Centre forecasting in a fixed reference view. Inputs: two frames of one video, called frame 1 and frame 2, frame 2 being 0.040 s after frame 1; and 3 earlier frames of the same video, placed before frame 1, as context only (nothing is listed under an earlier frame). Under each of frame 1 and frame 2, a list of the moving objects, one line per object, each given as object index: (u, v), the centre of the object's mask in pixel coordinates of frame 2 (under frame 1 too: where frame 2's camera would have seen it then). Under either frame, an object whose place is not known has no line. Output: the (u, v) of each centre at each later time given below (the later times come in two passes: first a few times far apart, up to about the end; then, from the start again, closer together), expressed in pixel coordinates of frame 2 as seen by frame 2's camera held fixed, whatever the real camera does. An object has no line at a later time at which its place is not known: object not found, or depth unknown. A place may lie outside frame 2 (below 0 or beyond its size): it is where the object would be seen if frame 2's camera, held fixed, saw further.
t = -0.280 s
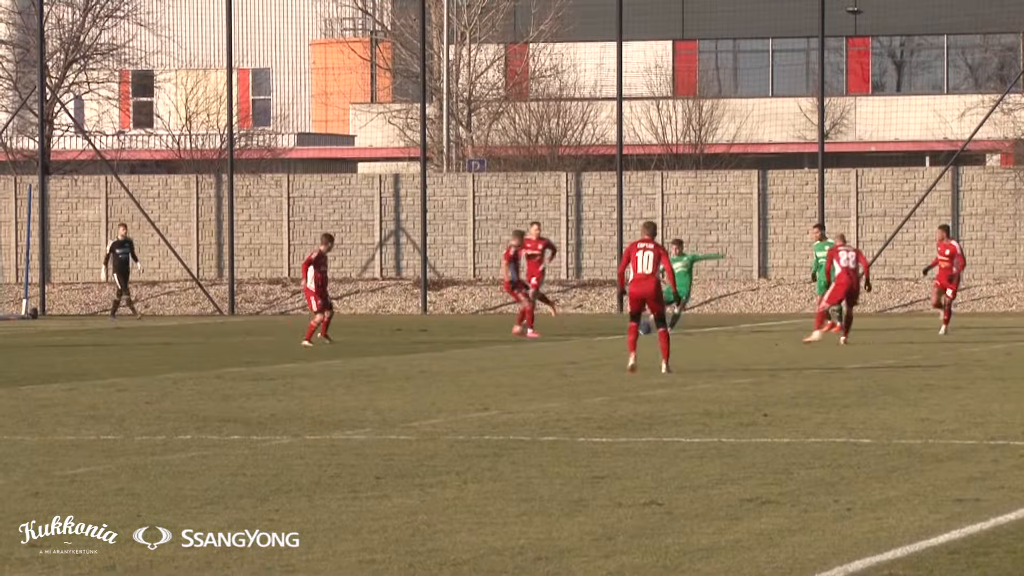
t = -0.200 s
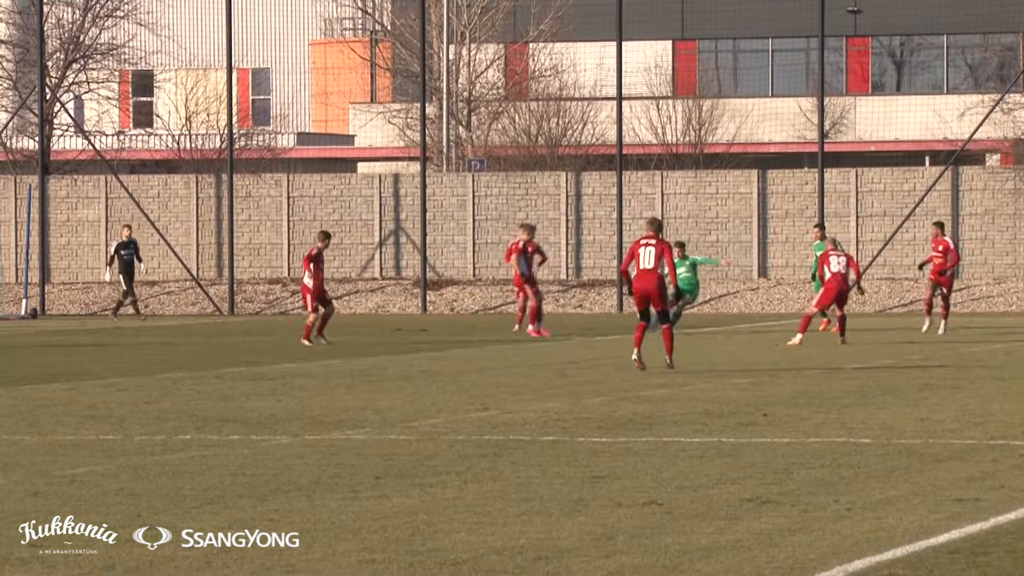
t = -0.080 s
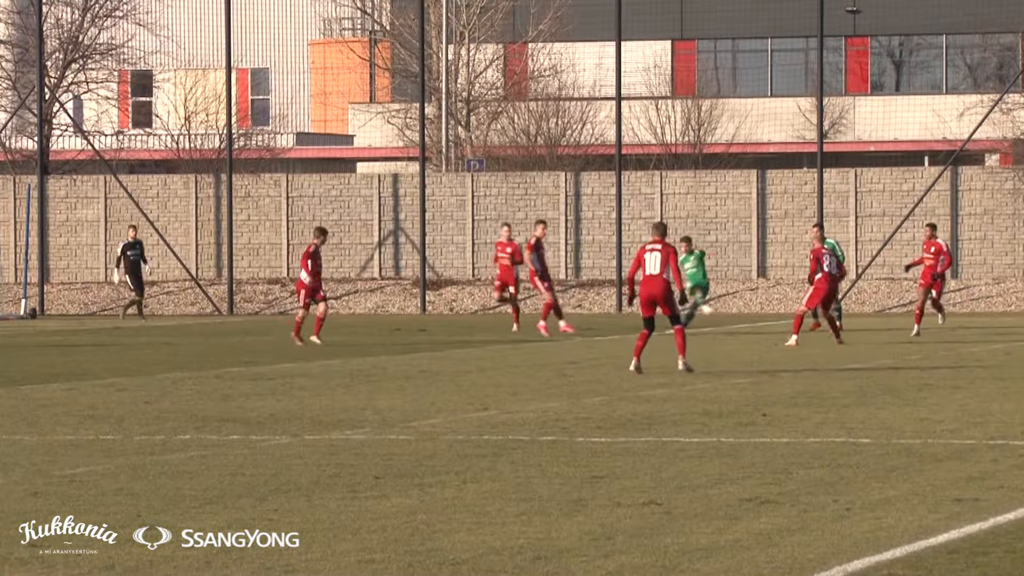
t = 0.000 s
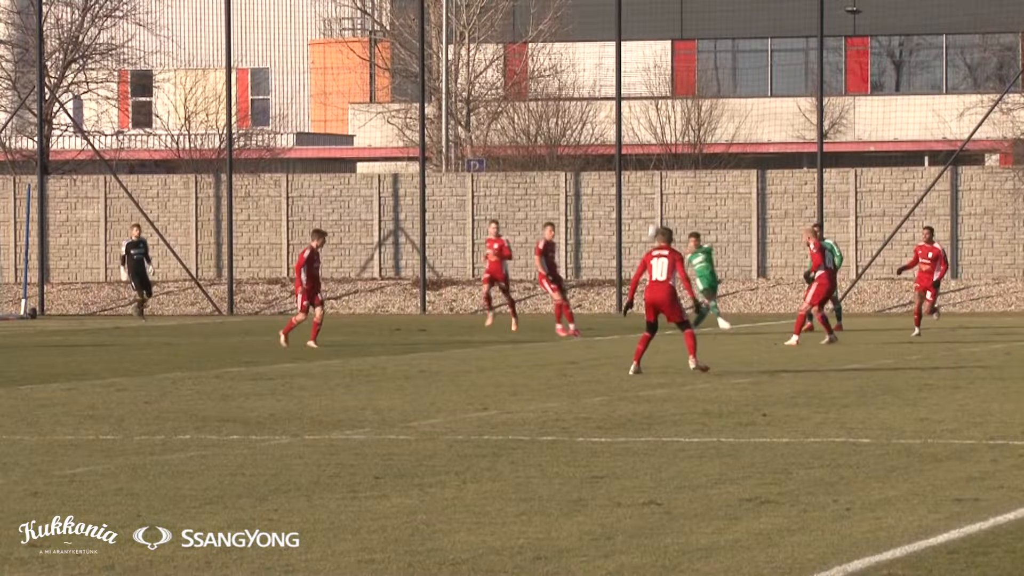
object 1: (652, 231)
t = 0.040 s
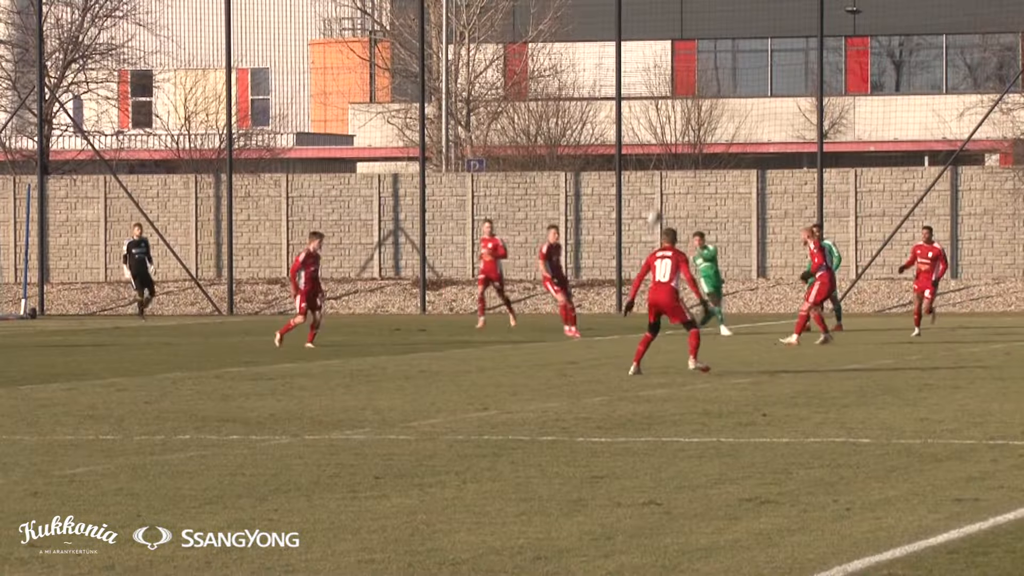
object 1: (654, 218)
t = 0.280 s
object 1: (667, 125)
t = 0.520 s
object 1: (680, 47)
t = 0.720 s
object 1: (691, 4)
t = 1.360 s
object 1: (729, 5)
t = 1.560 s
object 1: (746, 58)
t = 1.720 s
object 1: (767, 138)
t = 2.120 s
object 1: (826, 402)
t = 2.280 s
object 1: (840, 315)
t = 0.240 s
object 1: (665, 140)
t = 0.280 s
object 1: (667, 125)
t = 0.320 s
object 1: (669, 110)
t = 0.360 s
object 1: (669, 98)
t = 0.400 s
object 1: (672, 84)
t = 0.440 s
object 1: (675, 71)
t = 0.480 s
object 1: (677, 59)
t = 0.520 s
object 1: (680, 47)
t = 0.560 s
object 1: (681, 35)
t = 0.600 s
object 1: (685, 26)
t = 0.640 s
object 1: (686, 16)
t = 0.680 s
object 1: (688, 8)
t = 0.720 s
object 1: (691, 4)
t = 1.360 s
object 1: (729, 5)
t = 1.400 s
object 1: (734, 9)
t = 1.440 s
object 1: (737, 16)
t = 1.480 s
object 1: (740, 29)
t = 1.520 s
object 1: (744, 42)
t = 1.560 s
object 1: (746, 58)
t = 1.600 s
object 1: (752, 76)
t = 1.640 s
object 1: (756, 93)
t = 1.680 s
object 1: (763, 116)
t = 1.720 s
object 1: (767, 138)
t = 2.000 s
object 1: (809, 350)
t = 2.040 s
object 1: (816, 387)
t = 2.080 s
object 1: (823, 426)
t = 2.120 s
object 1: (826, 402)
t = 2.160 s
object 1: (829, 376)
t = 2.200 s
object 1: (832, 355)
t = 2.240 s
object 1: (836, 335)
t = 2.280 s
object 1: (840, 315)
